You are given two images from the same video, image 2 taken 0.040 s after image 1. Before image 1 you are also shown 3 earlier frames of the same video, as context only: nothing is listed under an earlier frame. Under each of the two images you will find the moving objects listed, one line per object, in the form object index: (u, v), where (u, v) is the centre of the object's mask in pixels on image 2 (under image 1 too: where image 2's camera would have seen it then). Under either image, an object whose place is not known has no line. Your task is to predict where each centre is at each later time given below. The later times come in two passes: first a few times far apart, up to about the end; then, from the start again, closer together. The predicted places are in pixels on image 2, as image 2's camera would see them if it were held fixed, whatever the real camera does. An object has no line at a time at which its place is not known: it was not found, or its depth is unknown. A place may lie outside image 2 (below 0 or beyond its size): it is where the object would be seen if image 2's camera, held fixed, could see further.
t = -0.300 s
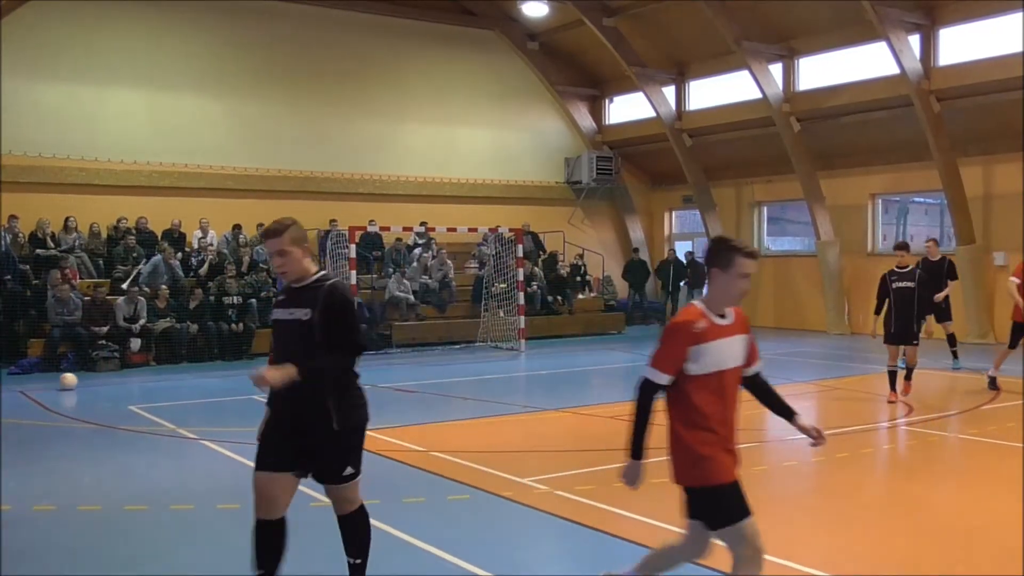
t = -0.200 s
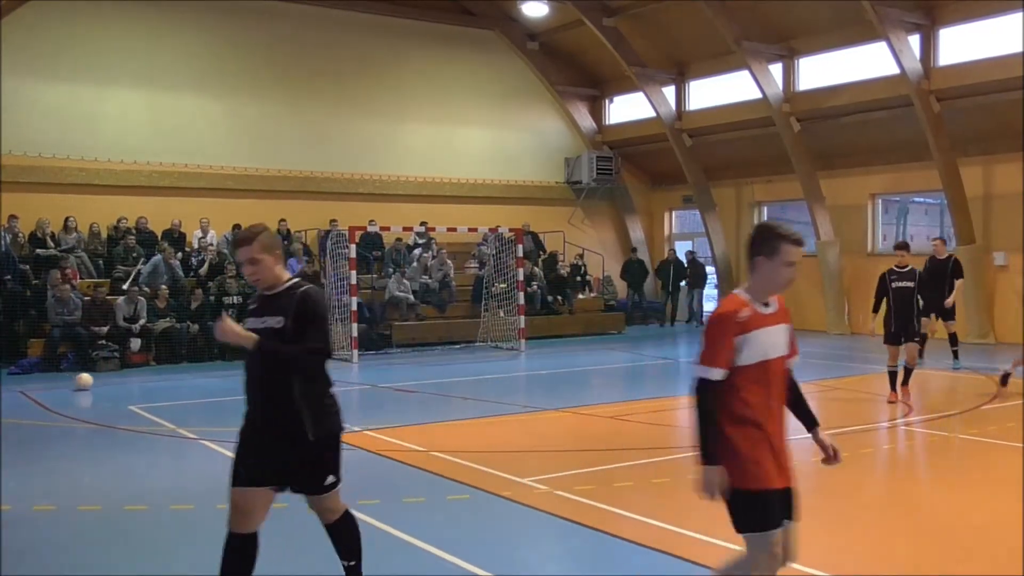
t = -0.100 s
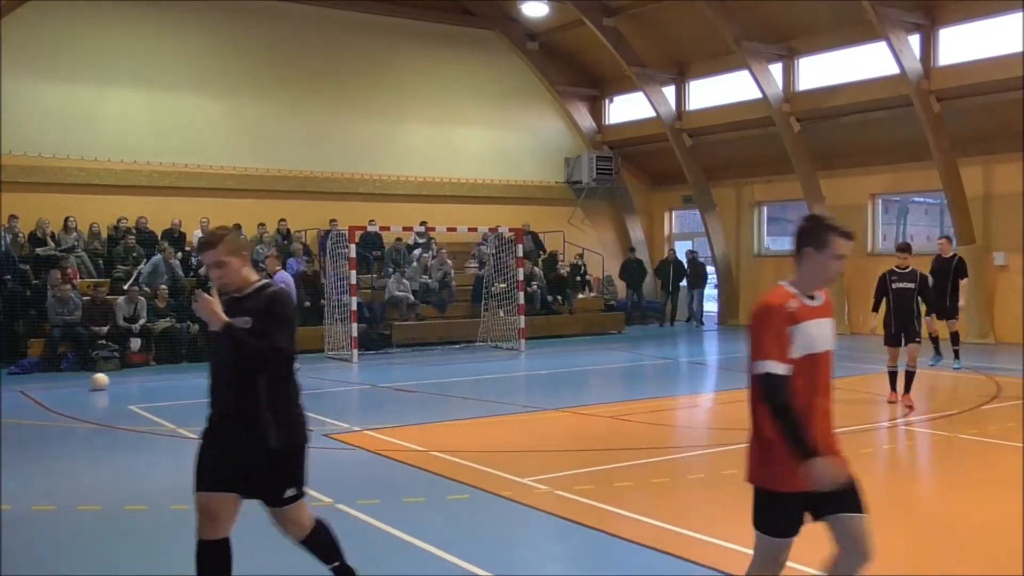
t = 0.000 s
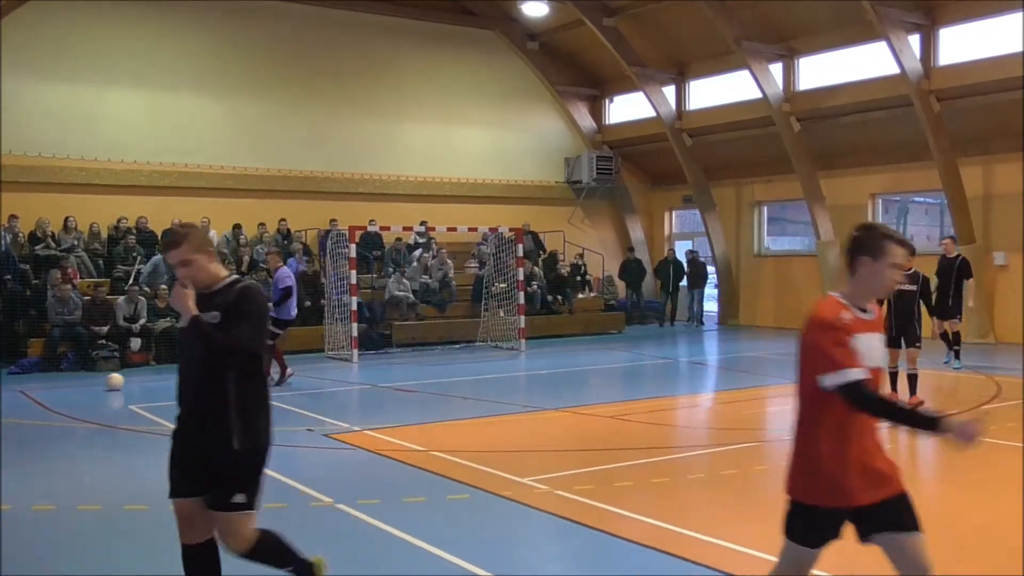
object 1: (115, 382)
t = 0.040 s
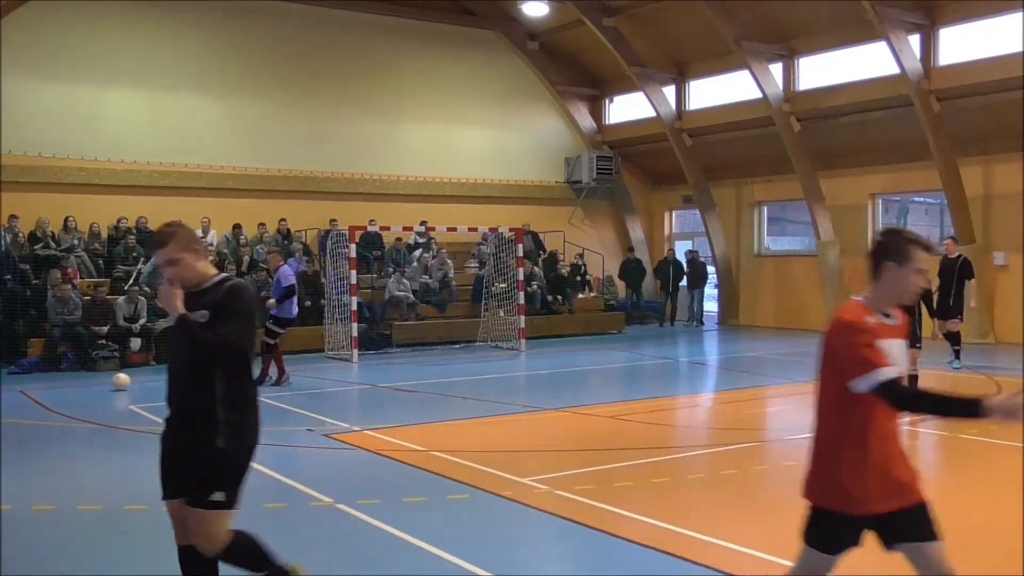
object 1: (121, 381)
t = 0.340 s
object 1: (168, 382)
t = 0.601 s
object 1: (207, 383)
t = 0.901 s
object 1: (252, 384)
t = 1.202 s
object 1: (297, 385)
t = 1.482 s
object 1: (339, 386)
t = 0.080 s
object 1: (124, 381)
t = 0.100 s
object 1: (130, 382)
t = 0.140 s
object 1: (133, 381)
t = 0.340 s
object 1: (168, 382)
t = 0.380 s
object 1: (170, 383)
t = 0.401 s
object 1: (176, 383)
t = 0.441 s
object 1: (182, 383)
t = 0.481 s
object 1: (189, 383)
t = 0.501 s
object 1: (191, 383)
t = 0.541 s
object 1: (197, 383)
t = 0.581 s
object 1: (204, 384)
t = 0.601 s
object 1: (207, 383)
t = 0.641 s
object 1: (212, 384)
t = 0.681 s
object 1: (219, 384)
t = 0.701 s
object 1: (222, 384)
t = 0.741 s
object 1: (228, 384)
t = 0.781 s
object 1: (234, 384)
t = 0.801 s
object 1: (237, 384)
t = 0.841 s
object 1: (243, 384)
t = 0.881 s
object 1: (249, 384)
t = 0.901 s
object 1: (252, 384)
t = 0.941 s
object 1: (258, 384)
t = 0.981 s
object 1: (264, 384)
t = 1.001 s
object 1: (267, 384)
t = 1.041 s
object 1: (273, 384)
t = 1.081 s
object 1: (279, 384)
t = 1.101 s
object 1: (281, 384)
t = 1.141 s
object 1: (287, 385)
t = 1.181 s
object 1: (293, 384)
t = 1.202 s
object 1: (297, 385)
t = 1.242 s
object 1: (303, 385)
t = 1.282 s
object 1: (308, 385)
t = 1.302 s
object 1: (311, 385)
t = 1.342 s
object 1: (317, 385)
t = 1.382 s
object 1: (324, 386)
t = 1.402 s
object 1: (327, 386)
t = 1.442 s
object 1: (332, 386)
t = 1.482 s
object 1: (339, 386)
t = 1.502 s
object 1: (341, 386)
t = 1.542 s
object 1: (348, 386)
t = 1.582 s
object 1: (353, 386)
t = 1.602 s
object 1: (356, 386)
